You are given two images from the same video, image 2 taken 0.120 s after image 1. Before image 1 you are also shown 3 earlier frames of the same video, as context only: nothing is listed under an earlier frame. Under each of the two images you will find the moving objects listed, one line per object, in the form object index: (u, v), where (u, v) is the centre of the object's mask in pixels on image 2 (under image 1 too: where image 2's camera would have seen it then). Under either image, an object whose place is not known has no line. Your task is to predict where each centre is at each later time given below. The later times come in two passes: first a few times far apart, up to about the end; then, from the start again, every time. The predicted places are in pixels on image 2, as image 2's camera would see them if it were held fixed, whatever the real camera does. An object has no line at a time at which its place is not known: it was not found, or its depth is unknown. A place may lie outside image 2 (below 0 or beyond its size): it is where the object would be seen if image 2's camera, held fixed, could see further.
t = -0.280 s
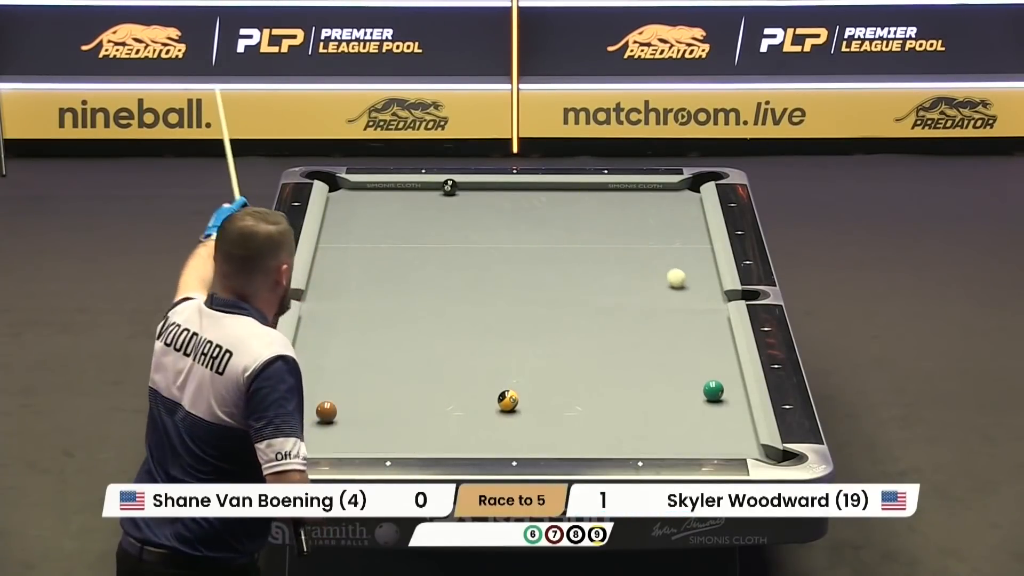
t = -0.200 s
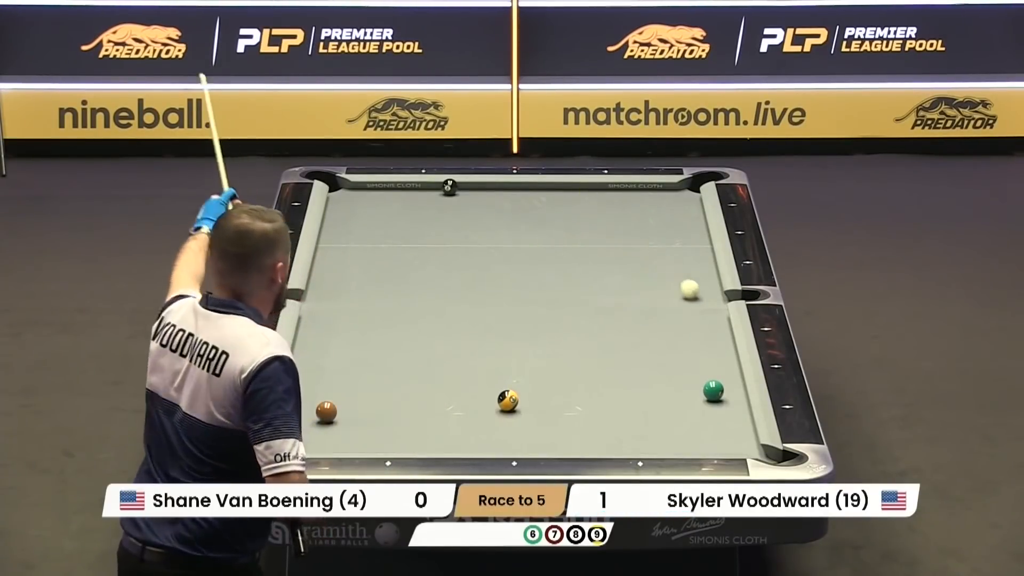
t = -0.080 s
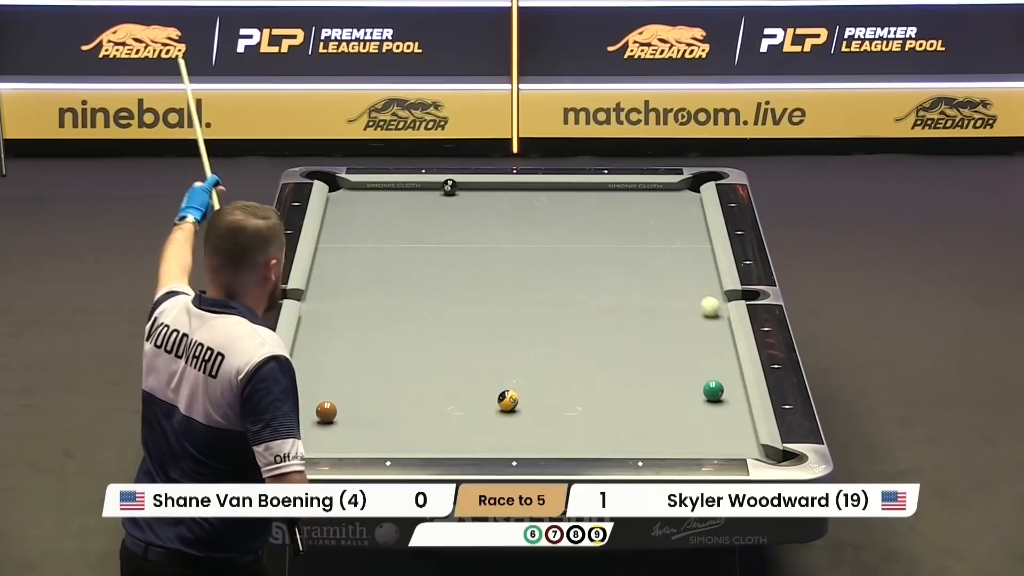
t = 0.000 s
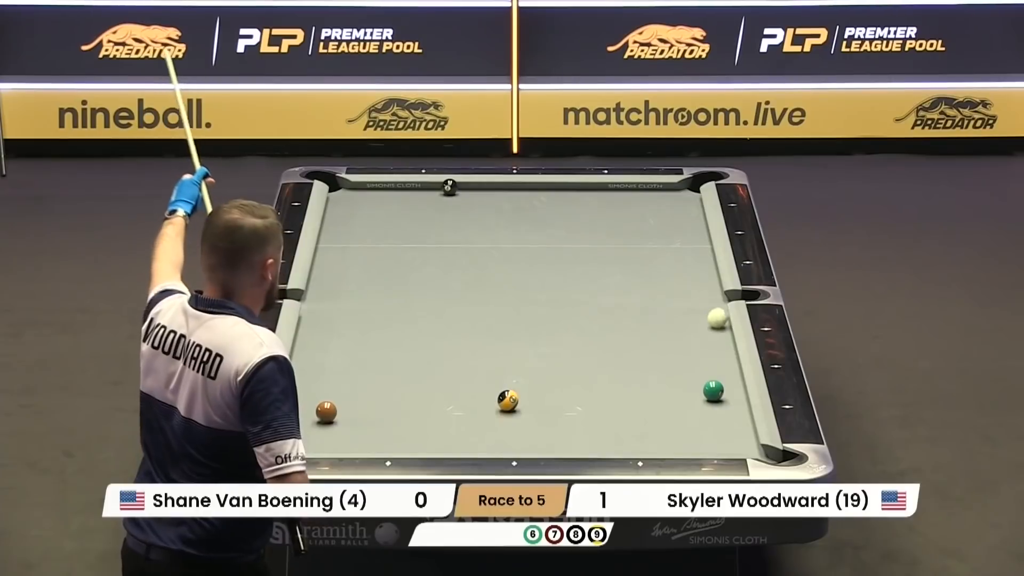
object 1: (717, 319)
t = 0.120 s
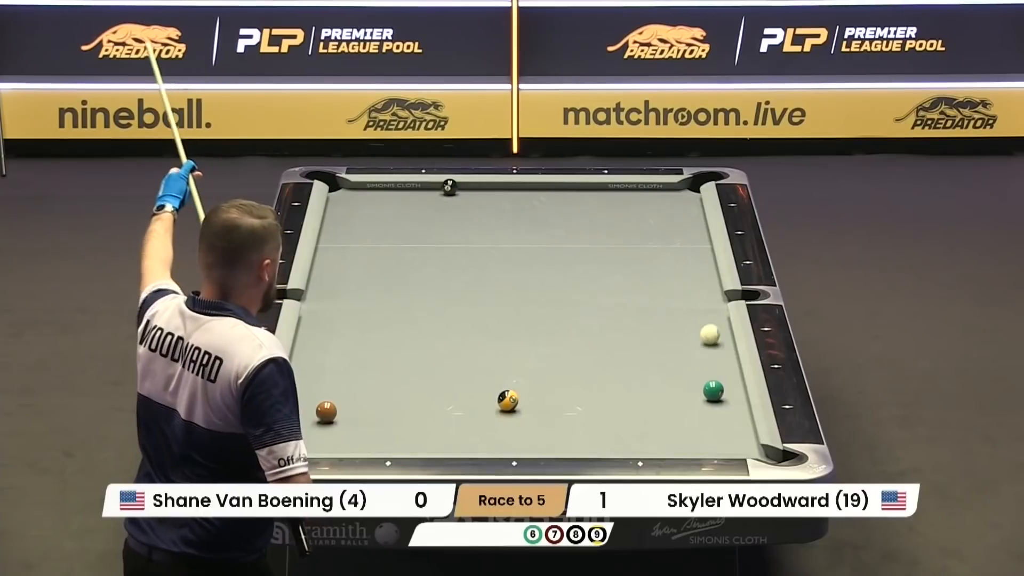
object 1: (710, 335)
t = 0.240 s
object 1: (705, 351)
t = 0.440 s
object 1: (695, 380)
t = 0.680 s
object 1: (670, 415)
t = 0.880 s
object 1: (644, 443)
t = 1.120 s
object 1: (602, 434)
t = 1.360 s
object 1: (561, 415)
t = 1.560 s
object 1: (529, 400)
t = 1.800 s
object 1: (521, 384)
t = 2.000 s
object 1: (515, 371)
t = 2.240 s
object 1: (507, 356)
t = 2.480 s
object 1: (500, 342)
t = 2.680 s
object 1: (494, 331)
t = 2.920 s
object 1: (487, 319)
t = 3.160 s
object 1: (481, 307)
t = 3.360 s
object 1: (476, 298)
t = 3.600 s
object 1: (470, 288)
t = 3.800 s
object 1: (466, 280)
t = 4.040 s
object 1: (461, 270)
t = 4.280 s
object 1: (456, 262)
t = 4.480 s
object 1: (452, 255)
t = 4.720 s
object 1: (448, 247)
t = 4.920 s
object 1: (444, 242)
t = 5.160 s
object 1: (440, 235)
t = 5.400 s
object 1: (436, 228)
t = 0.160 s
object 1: (708, 340)
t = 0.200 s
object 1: (706, 346)
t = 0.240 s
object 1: (705, 351)
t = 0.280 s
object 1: (703, 357)
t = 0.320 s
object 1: (701, 363)
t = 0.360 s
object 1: (699, 369)
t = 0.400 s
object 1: (697, 375)
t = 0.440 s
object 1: (695, 380)
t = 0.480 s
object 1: (693, 387)
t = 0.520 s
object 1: (689, 392)
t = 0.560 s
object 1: (684, 398)
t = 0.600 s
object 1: (679, 403)
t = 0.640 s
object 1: (674, 409)
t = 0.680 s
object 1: (670, 415)
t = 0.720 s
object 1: (665, 420)
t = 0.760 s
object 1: (660, 426)
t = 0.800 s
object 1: (654, 432)
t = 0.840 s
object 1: (649, 438)
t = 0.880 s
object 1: (644, 443)
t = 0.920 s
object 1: (639, 446)
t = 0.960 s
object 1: (632, 447)
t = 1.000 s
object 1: (625, 444)
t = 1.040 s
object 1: (617, 441)
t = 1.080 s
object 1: (610, 438)
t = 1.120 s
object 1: (602, 434)
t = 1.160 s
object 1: (595, 431)
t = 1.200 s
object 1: (588, 428)
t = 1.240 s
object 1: (581, 424)
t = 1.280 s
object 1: (574, 421)
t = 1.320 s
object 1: (567, 418)
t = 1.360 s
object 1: (561, 415)
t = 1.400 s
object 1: (554, 412)
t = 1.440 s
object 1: (548, 409)
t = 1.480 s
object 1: (541, 406)
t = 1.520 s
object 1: (534, 403)
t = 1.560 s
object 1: (529, 400)
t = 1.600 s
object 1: (528, 398)
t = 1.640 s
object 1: (527, 395)
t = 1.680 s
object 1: (525, 392)
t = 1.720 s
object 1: (524, 389)
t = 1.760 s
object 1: (523, 387)
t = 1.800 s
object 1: (521, 384)
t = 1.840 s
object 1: (520, 381)
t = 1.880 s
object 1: (518, 378)
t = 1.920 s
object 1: (517, 376)
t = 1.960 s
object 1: (516, 373)
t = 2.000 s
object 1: (515, 371)
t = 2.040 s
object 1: (513, 368)
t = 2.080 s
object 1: (512, 366)
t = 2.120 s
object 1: (510, 363)
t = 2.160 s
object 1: (509, 361)
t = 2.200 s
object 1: (508, 358)
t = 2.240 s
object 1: (507, 356)
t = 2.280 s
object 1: (505, 353)
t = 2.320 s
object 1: (504, 351)
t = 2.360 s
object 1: (503, 349)
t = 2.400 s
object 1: (502, 346)
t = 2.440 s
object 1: (501, 344)
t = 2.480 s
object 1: (500, 342)
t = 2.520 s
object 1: (498, 340)
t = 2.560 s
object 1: (497, 337)
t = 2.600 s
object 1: (496, 335)
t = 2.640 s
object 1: (495, 333)
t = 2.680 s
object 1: (494, 331)
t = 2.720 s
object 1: (493, 329)
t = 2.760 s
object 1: (492, 327)
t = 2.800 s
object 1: (491, 325)
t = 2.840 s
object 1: (490, 323)
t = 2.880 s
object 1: (488, 321)
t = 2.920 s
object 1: (487, 319)
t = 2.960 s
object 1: (486, 317)
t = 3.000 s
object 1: (485, 315)
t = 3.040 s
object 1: (484, 313)
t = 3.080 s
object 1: (483, 311)
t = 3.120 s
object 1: (482, 309)
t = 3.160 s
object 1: (481, 307)
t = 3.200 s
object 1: (480, 305)
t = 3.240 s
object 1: (479, 304)
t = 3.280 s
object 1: (478, 302)
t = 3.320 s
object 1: (477, 300)
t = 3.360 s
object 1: (476, 298)
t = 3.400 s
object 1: (475, 296)
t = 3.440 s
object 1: (474, 294)
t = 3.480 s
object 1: (473, 293)
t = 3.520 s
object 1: (472, 291)
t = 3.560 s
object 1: (471, 289)
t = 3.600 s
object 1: (470, 288)
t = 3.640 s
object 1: (469, 286)
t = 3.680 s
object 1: (468, 284)
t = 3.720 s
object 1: (467, 283)
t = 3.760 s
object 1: (467, 281)
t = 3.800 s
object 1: (466, 280)
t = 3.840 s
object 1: (465, 278)
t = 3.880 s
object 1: (464, 277)
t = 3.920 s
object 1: (463, 275)
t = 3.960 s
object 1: (462, 273)
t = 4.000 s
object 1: (462, 272)
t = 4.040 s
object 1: (461, 270)
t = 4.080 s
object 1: (460, 269)
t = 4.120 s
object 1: (459, 268)
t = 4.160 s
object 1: (458, 266)
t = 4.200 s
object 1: (457, 265)
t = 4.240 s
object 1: (457, 263)
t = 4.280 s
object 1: (456, 262)
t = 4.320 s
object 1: (455, 260)
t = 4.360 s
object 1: (454, 259)
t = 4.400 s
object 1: (453, 258)
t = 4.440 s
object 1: (453, 256)
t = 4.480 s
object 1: (452, 255)
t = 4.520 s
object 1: (451, 254)
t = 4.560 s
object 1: (450, 252)
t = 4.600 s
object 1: (450, 251)
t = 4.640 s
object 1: (449, 250)
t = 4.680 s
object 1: (448, 248)
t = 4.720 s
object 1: (448, 247)
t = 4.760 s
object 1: (447, 246)
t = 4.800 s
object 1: (446, 245)
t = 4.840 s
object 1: (445, 244)
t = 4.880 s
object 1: (445, 242)
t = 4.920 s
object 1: (444, 242)
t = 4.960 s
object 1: (443, 240)
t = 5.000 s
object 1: (443, 239)
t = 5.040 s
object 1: (442, 238)
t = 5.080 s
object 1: (441, 237)
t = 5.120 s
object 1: (441, 236)
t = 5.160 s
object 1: (440, 235)
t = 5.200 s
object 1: (439, 234)
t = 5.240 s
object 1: (439, 233)
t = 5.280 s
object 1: (438, 232)
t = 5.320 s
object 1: (438, 231)
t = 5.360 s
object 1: (437, 229)
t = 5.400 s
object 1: (436, 228)
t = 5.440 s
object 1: (435, 227)
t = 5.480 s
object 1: (435, 226)
